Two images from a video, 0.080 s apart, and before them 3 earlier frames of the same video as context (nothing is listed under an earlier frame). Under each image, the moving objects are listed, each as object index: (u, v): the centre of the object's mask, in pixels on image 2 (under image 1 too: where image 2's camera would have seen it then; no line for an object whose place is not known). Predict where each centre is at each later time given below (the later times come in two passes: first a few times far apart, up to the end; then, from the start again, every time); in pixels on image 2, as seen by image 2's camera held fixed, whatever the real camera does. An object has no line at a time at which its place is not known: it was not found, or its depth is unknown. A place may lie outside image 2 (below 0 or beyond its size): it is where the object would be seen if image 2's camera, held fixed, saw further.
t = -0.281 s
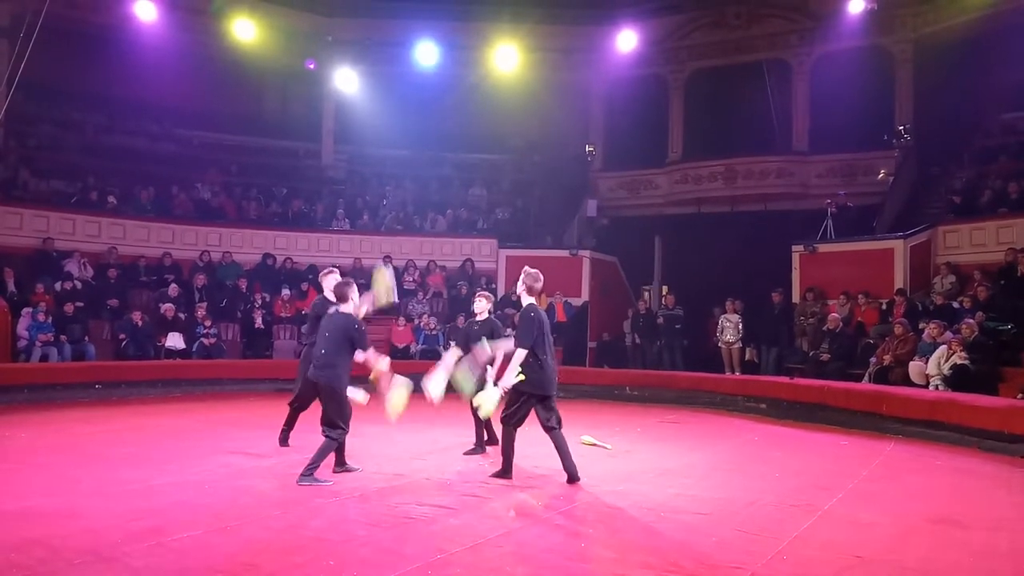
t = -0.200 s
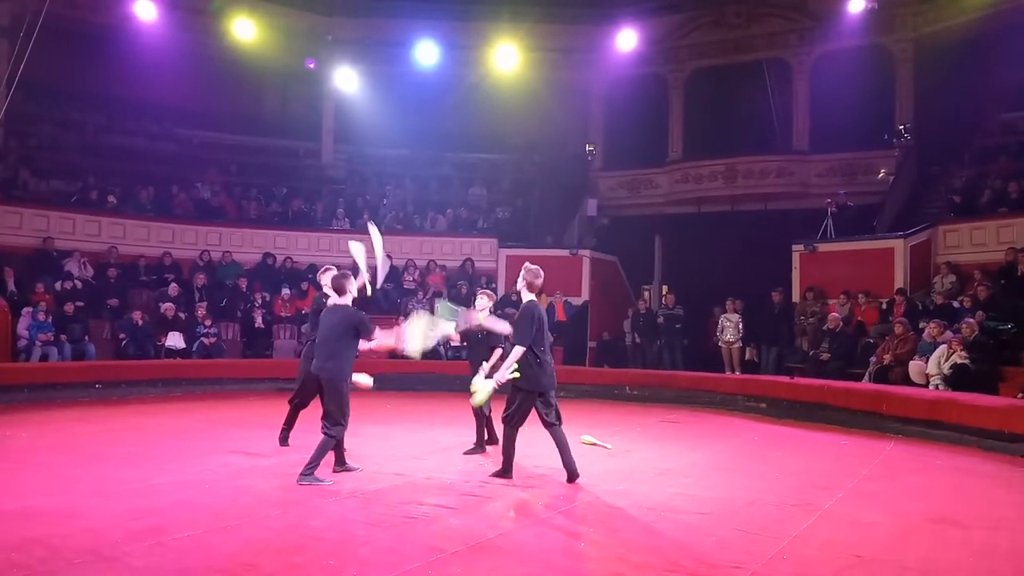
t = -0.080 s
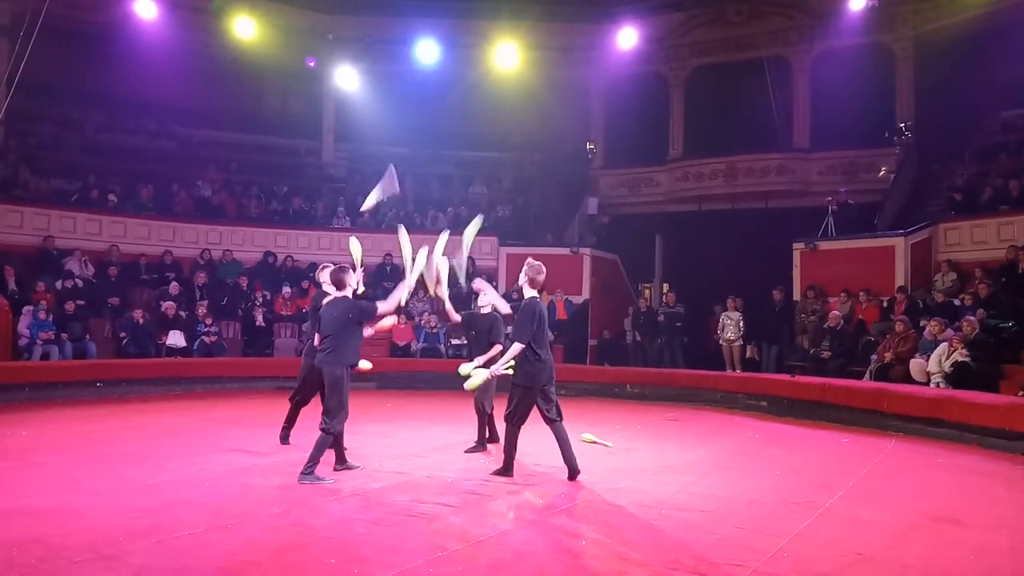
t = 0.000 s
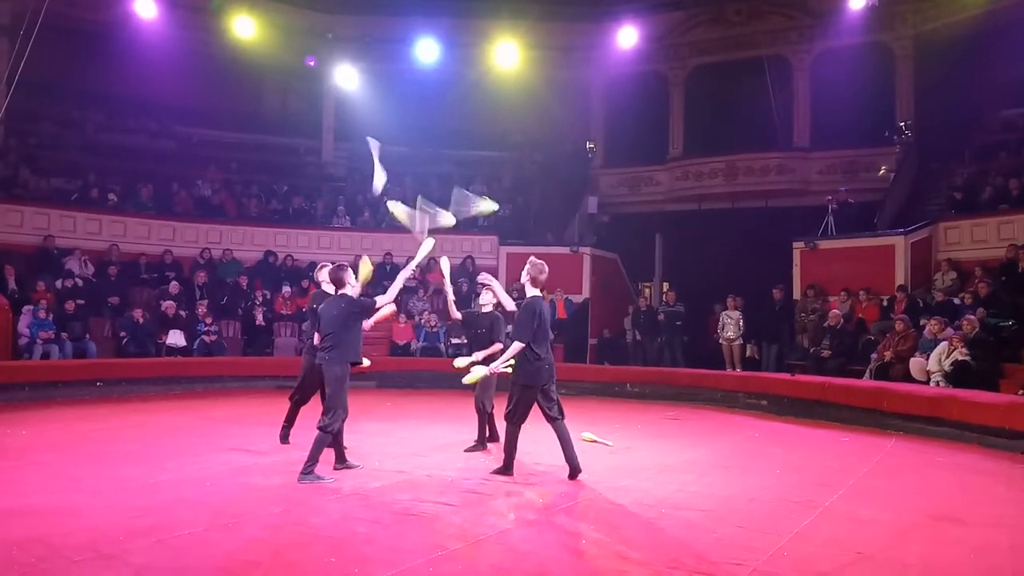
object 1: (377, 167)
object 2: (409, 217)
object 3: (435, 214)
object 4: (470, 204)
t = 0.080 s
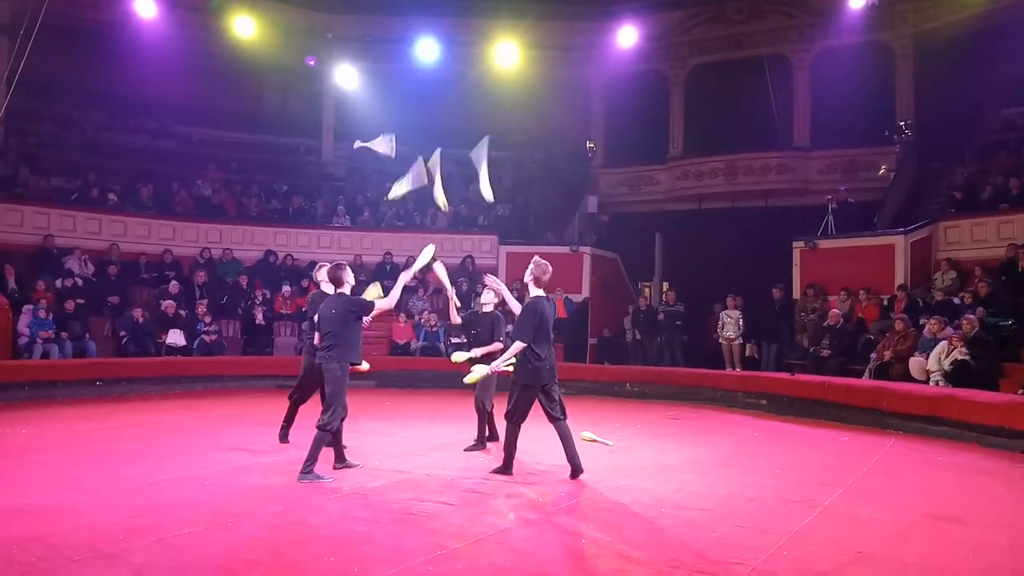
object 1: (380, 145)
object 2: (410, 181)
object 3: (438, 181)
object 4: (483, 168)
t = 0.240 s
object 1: (374, 126)
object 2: (408, 139)
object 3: (437, 132)
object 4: (497, 128)
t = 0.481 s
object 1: (365, 137)
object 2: (401, 115)
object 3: (440, 114)
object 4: (521, 116)
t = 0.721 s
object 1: (359, 209)
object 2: (397, 158)
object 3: (440, 153)
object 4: (544, 171)
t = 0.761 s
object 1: (358, 228)
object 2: (393, 169)
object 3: (440, 161)
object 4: (550, 184)
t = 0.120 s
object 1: (378, 134)
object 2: (408, 165)
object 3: (437, 172)
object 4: (488, 160)
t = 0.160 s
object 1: (375, 130)
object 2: (406, 156)
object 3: (435, 160)
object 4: (489, 150)
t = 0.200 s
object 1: (374, 127)
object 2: (406, 147)
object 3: (435, 144)
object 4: (492, 138)
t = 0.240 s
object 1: (374, 126)
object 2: (408, 139)
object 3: (437, 132)
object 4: (497, 128)
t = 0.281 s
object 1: (373, 123)
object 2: (408, 129)
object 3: (440, 128)
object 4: (503, 122)
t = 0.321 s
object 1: (374, 121)
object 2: (406, 122)
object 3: (439, 126)
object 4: (507, 120)
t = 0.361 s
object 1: (371, 124)
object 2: (404, 118)
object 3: (437, 121)
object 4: (510, 117)
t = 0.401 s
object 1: (370, 128)
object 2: (403, 117)
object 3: (435, 115)
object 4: (513, 116)
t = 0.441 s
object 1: (369, 130)
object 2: (403, 116)
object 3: (439, 112)
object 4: (517, 115)
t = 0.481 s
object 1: (365, 137)
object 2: (401, 115)
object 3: (440, 114)
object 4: (521, 116)
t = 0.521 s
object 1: (362, 148)
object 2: (398, 116)
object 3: (440, 115)
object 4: (527, 117)
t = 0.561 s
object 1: (362, 160)
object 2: (396, 124)
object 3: (442, 118)
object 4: (535, 123)
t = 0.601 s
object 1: (364, 172)
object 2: (396, 133)
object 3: (444, 125)
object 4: (541, 135)
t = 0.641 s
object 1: (364, 182)
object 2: (397, 142)
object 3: (443, 135)
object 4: (544, 151)
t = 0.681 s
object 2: (398, 150)
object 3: (441, 145)
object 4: (543, 164)
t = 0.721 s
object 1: (359, 209)
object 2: (397, 158)
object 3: (440, 153)
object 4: (544, 171)
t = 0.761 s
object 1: (358, 228)
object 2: (393, 169)
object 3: (440, 161)
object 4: (550, 184)
